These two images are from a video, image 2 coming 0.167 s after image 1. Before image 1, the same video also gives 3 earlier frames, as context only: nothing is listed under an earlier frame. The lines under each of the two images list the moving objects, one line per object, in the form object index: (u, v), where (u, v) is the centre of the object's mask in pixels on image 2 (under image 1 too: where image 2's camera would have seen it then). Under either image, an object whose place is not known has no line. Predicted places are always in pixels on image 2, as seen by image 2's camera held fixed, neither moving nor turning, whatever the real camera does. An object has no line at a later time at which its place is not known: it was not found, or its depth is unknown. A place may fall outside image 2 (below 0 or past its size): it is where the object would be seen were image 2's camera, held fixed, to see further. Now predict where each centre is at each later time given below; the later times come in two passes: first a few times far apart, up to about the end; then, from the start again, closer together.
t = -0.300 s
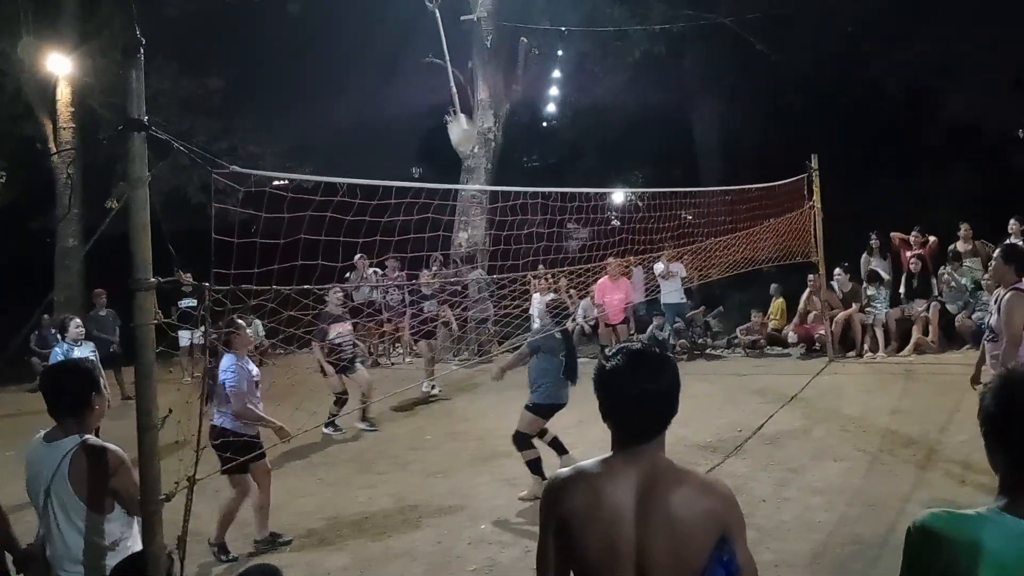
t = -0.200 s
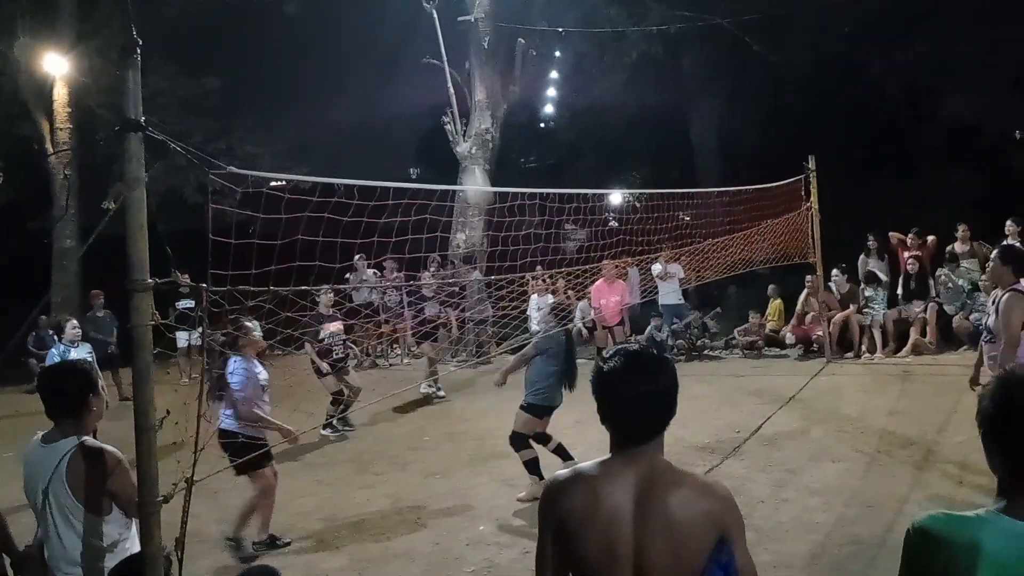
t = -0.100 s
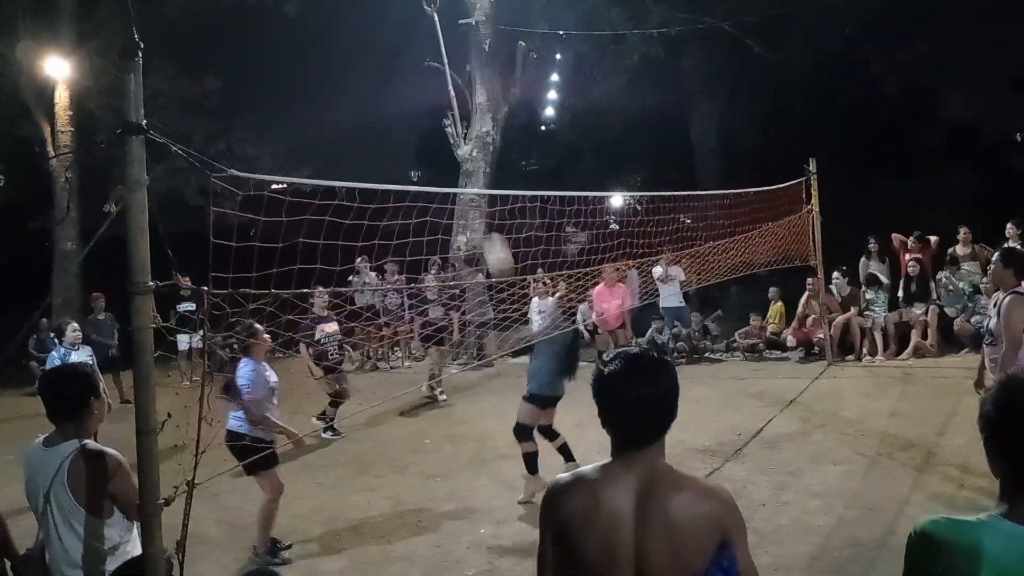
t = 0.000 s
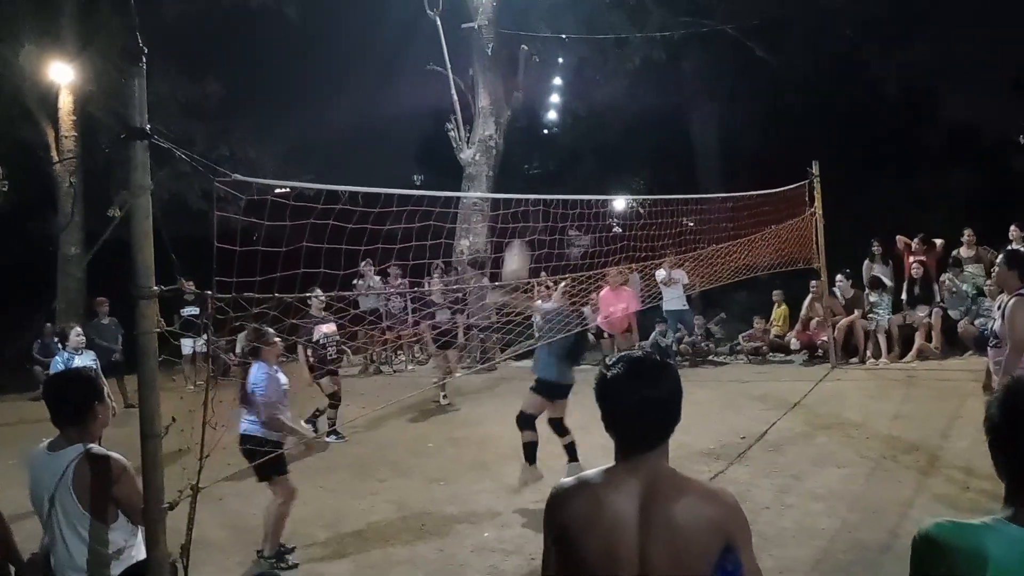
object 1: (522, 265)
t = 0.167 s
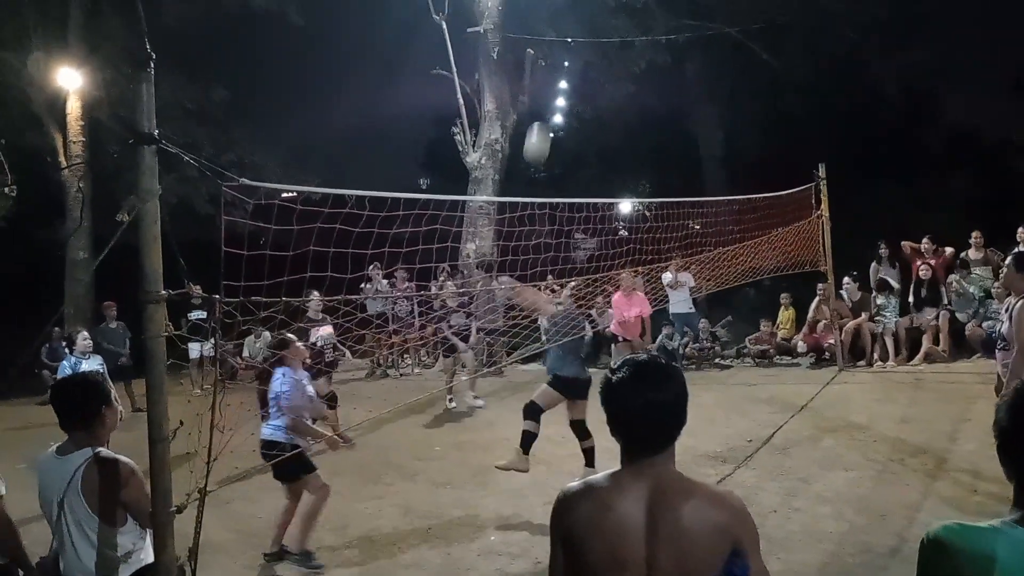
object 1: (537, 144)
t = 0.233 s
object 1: (543, 105)
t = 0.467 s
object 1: (564, 20)
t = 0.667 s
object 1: (586, 3)
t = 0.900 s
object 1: (613, 40)
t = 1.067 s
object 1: (632, 99)
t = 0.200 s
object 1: (540, 123)
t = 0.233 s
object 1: (543, 105)
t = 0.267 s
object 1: (546, 89)
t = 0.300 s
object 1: (549, 73)
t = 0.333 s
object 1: (552, 60)
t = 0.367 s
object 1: (555, 49)
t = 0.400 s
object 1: (558, 37)
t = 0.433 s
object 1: (561, 28)
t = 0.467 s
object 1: (564, 20)
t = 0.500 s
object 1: (568, 14)
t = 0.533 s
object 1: (572, 9)
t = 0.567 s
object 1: (575, 5)
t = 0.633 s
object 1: (582, 3)
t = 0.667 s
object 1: (586, 3)
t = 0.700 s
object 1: (589, 6)
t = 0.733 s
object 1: (593, 9)
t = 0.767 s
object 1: (597, 13)
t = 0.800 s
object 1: (601, 18)
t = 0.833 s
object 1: (605, 24)
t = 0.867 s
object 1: (609, 32)
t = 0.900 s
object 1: (613, 40)
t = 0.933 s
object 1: (616, 50)
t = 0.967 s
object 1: (621, 61)
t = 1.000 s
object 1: (624, 72)
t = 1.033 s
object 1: (628, 85)
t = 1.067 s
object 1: (632, 99)
